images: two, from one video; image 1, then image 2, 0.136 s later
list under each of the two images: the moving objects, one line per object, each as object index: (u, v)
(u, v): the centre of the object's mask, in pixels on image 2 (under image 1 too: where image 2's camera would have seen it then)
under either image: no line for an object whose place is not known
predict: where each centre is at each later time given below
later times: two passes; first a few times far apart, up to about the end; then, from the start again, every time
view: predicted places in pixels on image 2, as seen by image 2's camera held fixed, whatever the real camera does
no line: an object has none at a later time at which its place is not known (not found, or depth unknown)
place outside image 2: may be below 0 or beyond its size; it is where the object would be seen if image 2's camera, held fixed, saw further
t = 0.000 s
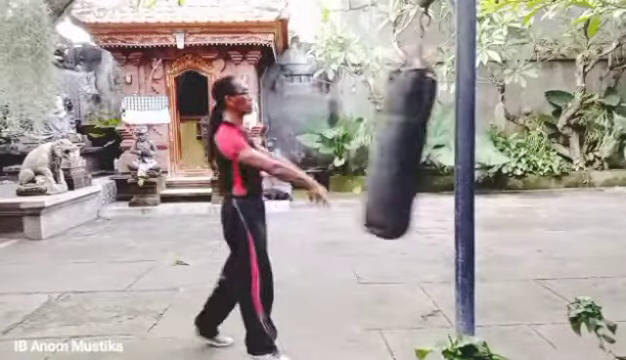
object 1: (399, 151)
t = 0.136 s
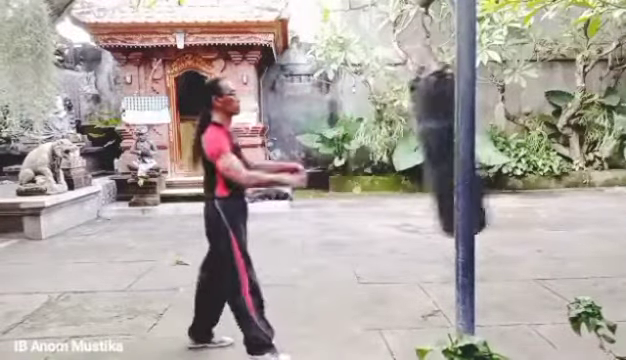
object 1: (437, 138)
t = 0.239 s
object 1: (482, 154)
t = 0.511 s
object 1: (524, 123)
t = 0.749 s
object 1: (520, 129)
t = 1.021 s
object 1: (455, 150)
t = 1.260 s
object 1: (390, 150)
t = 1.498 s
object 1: (343, 126)
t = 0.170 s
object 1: (454, 150)
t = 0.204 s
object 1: (475, 153)
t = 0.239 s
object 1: (482, 154)
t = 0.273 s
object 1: (490, 149)
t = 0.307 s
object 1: (505, 152)
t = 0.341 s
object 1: (509, 146)
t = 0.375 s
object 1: (513, 140)
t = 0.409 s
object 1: (517, 135)
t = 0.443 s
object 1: (520, 130)
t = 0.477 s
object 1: (522, 126)
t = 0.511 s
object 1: (524, 123)
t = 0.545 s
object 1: (525, 122)
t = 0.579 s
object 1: (525, 121)
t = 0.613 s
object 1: (525, 121)
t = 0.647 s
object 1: (525, 121)
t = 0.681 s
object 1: (524, 124)
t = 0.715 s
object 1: (522, 126)
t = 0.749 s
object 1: (520, 129)
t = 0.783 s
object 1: (517, 134)
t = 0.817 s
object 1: (514, 138)
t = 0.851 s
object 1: (510, 144)
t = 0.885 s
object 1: (505, 150)
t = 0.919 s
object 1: (500, 159)
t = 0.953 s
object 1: (482, 153)
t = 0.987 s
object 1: (475, 151)
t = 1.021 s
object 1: (455, 150)
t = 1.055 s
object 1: (439, 141)
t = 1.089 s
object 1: (434, 150)
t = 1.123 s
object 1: (430, 154)
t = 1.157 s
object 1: (420, 155)
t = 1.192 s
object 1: (411, 154)
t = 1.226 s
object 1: (399, 152)
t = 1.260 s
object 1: (390, 150)
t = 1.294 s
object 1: (381, 148)
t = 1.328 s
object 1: (373, 144)
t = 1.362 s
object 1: (365, 141)
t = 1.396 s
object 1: (358, 137)
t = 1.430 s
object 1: (353, 133)
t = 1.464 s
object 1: (347, 129)
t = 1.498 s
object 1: (343, 126)
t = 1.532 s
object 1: (339, 123)
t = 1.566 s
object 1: (337, 120)
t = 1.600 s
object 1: (335, 119)
